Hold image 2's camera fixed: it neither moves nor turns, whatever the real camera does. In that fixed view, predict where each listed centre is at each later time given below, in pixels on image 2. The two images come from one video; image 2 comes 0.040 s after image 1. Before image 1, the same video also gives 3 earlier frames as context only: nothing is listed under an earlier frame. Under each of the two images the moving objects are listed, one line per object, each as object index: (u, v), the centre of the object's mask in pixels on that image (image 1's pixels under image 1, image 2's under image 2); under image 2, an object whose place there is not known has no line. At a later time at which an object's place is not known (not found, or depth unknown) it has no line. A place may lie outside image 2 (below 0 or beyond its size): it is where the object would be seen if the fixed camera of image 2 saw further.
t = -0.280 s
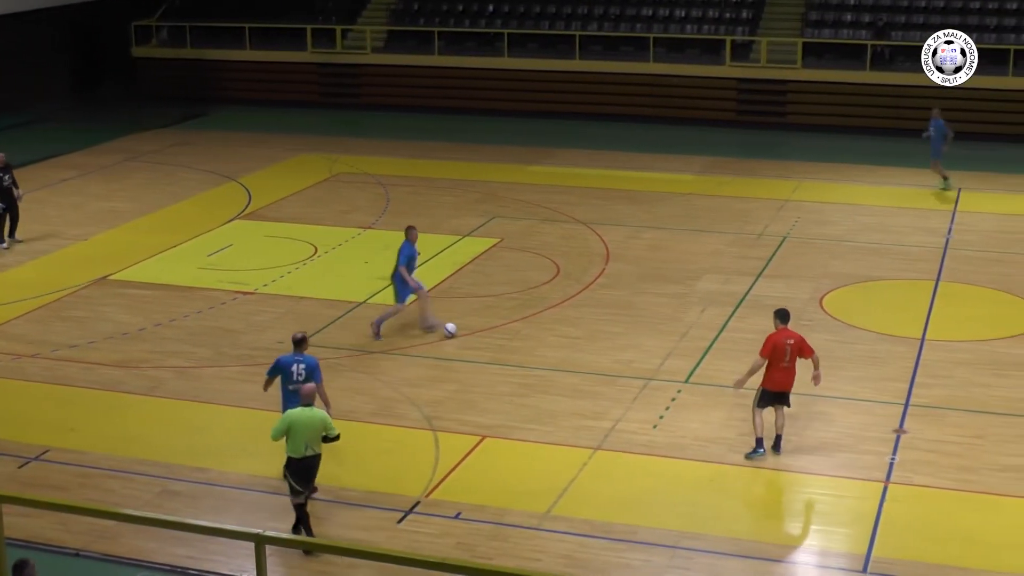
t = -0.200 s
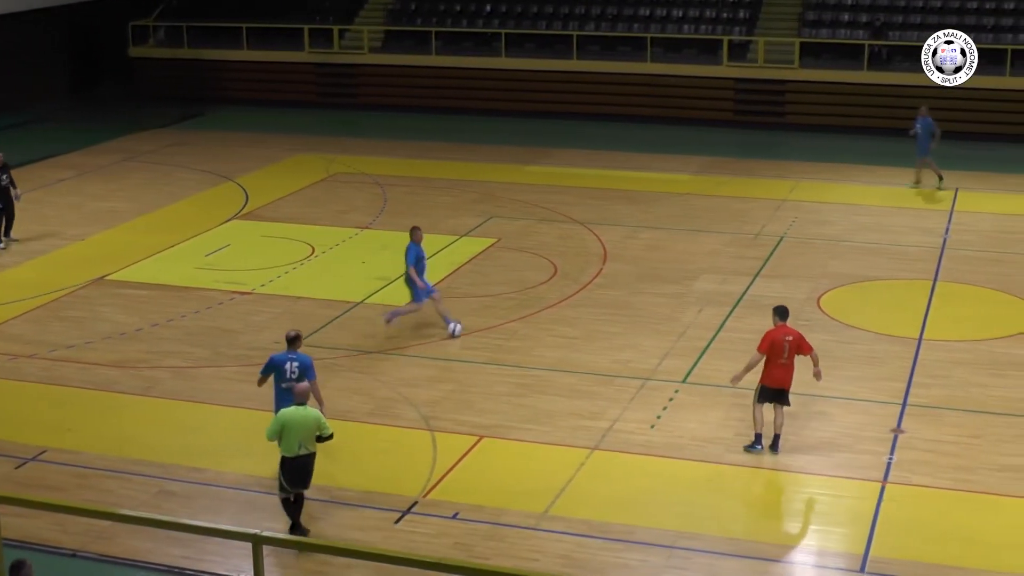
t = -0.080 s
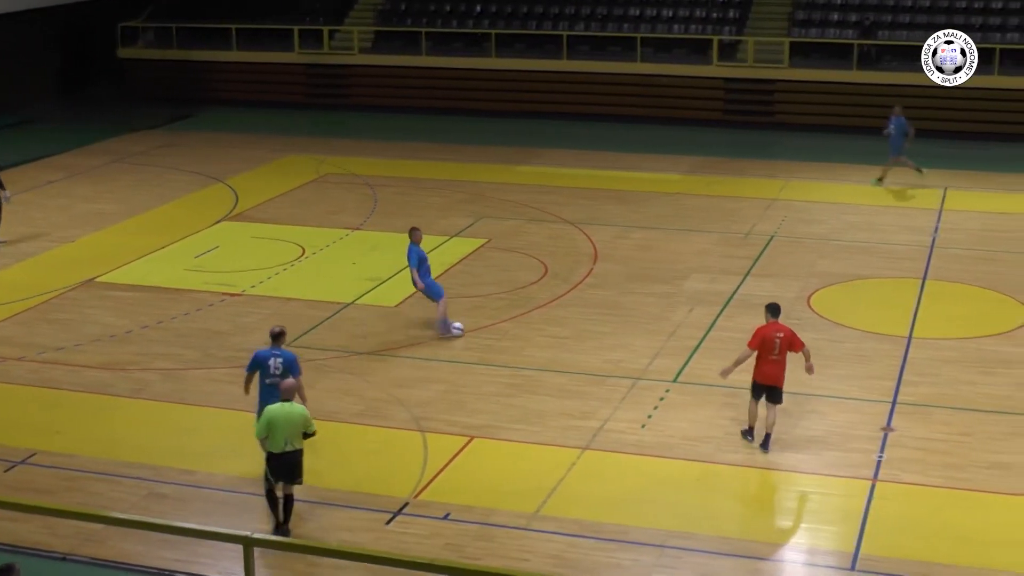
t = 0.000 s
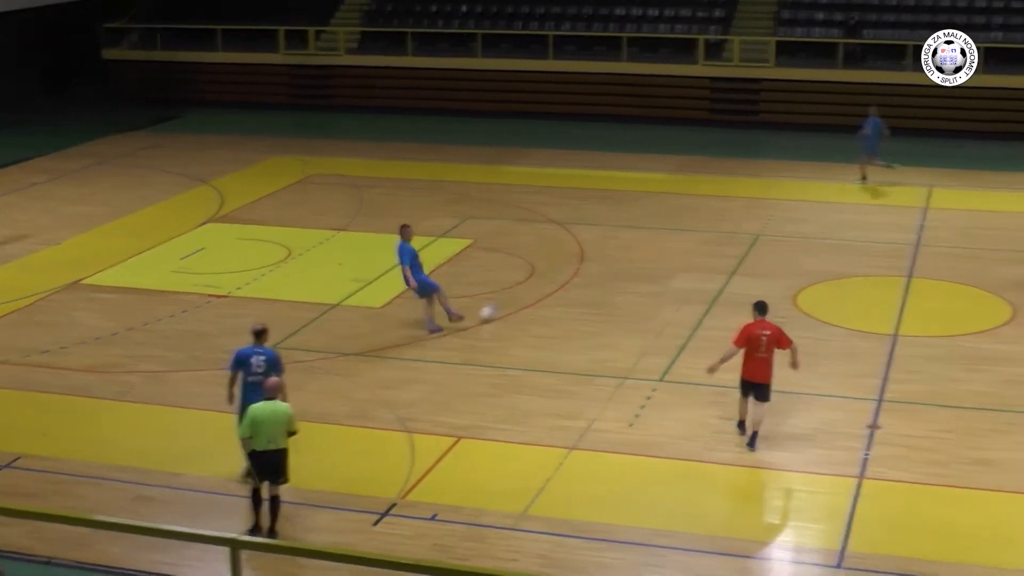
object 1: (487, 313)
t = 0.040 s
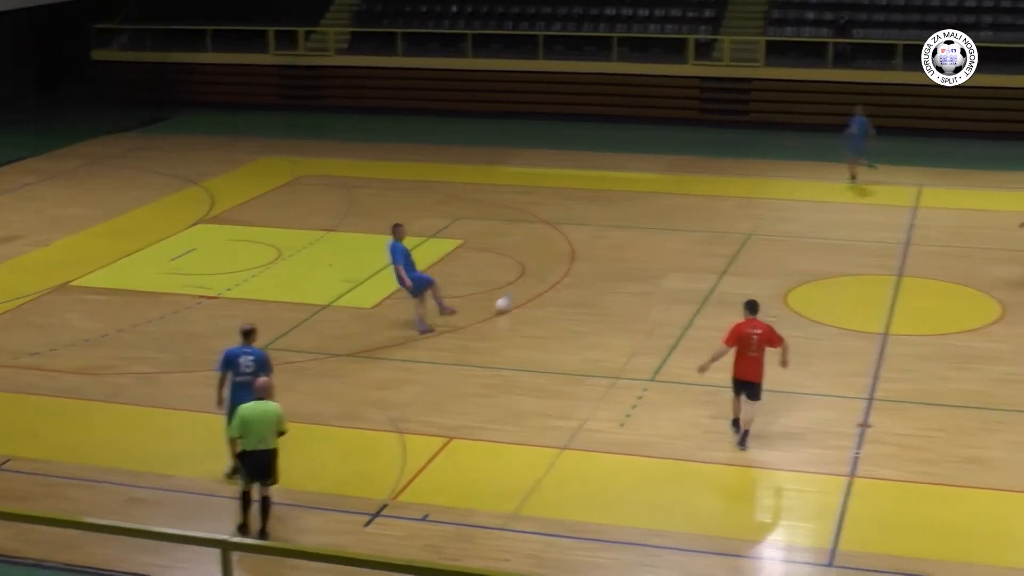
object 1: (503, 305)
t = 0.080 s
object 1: (525, 298)
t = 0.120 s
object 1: (546, 289)
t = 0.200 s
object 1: (582, 273)
